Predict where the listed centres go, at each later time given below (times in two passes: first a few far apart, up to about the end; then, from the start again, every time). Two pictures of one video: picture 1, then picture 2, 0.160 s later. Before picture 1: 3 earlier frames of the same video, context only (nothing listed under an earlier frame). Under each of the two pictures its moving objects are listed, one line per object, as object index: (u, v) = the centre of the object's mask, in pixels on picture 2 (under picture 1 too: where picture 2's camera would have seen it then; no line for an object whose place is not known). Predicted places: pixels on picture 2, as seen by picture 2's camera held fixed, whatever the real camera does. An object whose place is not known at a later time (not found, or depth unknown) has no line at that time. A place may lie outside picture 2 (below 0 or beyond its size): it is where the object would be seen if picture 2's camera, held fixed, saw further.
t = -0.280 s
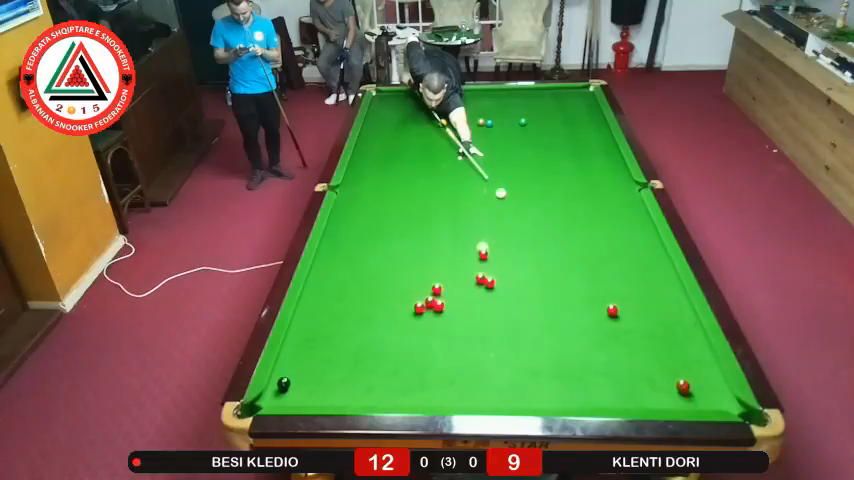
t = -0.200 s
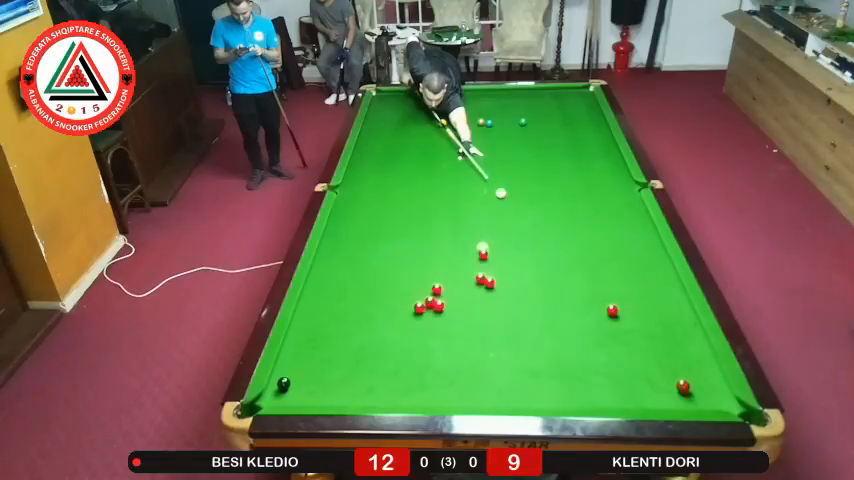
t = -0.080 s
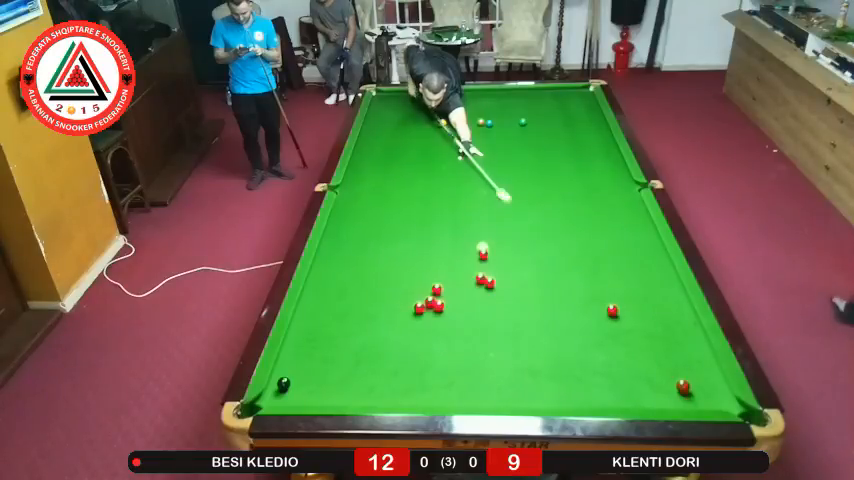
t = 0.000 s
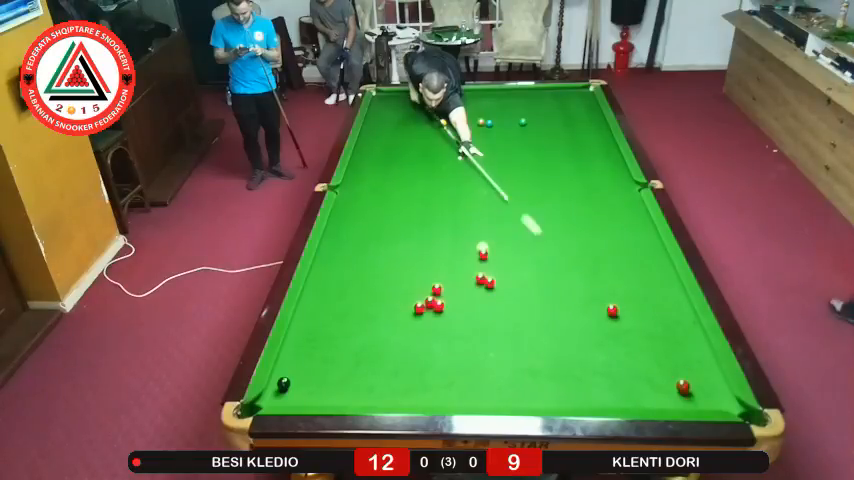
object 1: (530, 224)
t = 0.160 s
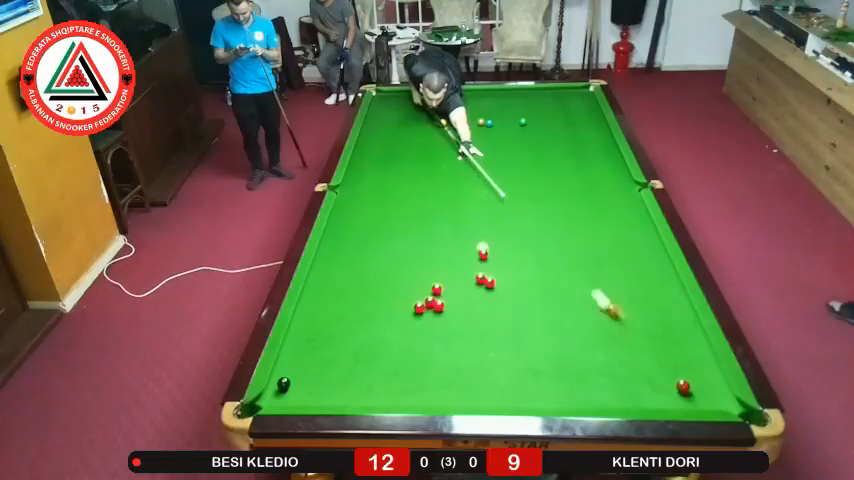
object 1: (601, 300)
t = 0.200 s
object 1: (602, 305)
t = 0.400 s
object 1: (598, 324)
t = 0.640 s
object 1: (604, 358)
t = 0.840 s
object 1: (609, 390)
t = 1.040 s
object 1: (603, 390)
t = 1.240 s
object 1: (590, 370)
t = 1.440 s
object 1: (578, 352)
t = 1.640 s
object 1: (568, 336)
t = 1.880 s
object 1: (557, 319)
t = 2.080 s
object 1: (548, 307)
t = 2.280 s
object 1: (541, 296)
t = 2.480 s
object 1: (534, 286)
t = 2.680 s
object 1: (527, 277)
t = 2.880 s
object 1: (521, 268)
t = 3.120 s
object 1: (515, 259)
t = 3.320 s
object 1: (510, 253)
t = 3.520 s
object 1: (506, 247)
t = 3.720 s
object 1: (502, 241)
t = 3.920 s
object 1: (499, 236)
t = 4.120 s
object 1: (496, 232)
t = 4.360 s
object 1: (492, 227)
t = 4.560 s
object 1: (490, 224)
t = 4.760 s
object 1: (488, 221)
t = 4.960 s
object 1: (486, 218)
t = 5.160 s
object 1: (484, 216)
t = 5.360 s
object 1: (483, 214)
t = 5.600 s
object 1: (481, 212)
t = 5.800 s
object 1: (481, 211)
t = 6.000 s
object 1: (480, 210)
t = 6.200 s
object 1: (480, 210)
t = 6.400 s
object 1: (479, 210)
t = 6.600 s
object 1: (479, 209)
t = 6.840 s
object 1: (479, 209)
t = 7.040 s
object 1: (479, 209)
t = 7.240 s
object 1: (479, 209)
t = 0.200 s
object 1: (602, 305)
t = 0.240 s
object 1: (600, 308)
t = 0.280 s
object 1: (598, 311)
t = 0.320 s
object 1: (598, 315)
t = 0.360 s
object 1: (597, 319)
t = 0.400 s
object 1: (598, 324)
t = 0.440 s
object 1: (599, 330)
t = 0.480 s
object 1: (600, 335)
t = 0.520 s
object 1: (600, 341)
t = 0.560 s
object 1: (601, 347)
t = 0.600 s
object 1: (603, 352)
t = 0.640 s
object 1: (604, 358)
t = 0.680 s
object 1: (605, 364)
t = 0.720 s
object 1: (606, 370)
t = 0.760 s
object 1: (607, 377)
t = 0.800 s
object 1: (608, 383)
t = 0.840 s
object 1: (609, 390)
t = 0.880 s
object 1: (610, 396)
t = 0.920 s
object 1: (611, 400)
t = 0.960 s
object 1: (608, 398)
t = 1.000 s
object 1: (605, 394)
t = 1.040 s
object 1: (603, 390)
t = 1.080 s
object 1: (600, 386)
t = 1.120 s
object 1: (597, 381)
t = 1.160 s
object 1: (595, 377)
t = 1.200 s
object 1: (592, 374)
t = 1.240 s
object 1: (590, 370)
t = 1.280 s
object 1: (587, 366)
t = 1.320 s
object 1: (585, 362)
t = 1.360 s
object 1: (583, 359)
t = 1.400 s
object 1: (581, 355)
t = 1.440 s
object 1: (578, 352)
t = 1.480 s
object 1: (576, 349)
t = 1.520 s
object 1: (574, 345)
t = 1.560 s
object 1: (572, 342)
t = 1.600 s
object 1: (570, 339)
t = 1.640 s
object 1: (568, 336)
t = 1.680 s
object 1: (566, 333)
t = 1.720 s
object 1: (564, 330)
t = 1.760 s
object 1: (562, 327)
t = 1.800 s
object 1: (560, 325)
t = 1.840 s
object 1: (558, 322)
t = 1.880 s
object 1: (557, 319)
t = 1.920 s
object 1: (555, 317)
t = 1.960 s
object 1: (553, 314)
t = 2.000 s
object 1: (551, 312)
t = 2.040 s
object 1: (550, 309)
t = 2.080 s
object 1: (548, 307)
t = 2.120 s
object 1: (547, 305)
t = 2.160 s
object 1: (545, 302)
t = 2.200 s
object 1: (544, 300)
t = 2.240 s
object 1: (542, 298)
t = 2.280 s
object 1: (541, 296)
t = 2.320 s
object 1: (539, 294)
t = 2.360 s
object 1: (538, 292)
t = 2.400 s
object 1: (536, 290)
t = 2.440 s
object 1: (535, 288)
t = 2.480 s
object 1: (534, 286)
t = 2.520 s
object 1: (532, 284)
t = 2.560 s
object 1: (531, 282)
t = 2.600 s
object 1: (530, 280)
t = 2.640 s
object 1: (529, 278)
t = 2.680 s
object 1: (527, 277)
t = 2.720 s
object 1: (526, 275)
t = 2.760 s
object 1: (525, 273)
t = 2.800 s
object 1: (524, 271)
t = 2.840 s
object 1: (523, 270)
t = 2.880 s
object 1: (521, 268)
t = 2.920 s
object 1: (521, 267)
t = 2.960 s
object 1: (520, 265)
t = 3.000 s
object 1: (518, 264)
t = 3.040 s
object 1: (517, 262)
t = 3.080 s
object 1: (516, 261)
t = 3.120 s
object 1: (515, 259)
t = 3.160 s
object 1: (514, 258)
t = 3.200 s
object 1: (513, 257)
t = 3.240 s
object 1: (512, 255)
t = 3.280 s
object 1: (511, 254)
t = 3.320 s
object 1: (510, 253)
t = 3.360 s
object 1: (509, 251)
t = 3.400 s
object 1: (508, 250)
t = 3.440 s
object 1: (508, 249)
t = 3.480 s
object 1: (507, 247)
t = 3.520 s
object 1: (506, 247)
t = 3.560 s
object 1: (505, 245)
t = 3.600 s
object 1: (504, 244)
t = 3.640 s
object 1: (504, 243)
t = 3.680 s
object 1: (503, 242)
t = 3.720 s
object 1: (502, 241)
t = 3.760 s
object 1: (502, 240)
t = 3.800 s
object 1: (501, 239)
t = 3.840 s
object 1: (501, 238)
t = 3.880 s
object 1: (500, 237)
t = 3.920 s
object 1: (499, 236)
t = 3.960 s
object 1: (498, 235)
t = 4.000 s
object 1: (497, 234)
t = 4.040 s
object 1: (497, 233)
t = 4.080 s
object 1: (496, 232)
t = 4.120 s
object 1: (496, 232)
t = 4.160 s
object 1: (495, 231)
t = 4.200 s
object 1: (494, 230)
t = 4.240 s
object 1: (494, 229)
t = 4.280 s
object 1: (493, 229)
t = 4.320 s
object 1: (493, 228)
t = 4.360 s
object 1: (492, 227)
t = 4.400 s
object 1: (492, 226)
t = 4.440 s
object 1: (491, 226)
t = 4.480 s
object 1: (491, 225)
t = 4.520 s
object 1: (490, 224)
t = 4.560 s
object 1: (490, 224)
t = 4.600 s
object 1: (489, 223)
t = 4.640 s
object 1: (489, 222)
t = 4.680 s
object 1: (489, 222)
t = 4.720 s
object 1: (488, 221)
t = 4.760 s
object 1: (488, 221)
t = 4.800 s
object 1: (487, 220)
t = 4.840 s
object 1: (487, 219)
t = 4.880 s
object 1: (487, 219)
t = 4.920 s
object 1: (486, 218)
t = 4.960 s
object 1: (486, 218)
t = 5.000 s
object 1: (486, 217)
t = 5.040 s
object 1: (485, 217)
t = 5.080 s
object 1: (485, 216)
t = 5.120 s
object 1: (484, 216)
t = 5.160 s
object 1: (484, 216)
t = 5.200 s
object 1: (484, 215)
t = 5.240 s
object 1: (483, 215)
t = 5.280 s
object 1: (483, 215)
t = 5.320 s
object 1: (483, 214)
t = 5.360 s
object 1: (483, 214)
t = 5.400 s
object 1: (482, 214)
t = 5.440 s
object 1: (482, 213)
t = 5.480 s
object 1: (482, 213)
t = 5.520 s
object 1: (482, 213)
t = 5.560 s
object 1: (482, 212)
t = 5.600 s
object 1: (481, 212)
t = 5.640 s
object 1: (481, 212)
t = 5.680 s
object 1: (481, 211)
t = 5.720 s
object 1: (481, 211)
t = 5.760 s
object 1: (481, 211)
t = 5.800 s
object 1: (481, 211)
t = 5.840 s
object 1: (480, 211)
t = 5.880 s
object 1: (480, 211)
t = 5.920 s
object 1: (480, 210)
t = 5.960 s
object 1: (480, 210)
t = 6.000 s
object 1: (480, 210)
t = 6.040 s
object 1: (480, 210)
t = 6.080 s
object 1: (480, 210)
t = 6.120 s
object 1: (480, 210)
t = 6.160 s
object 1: (480, 210)
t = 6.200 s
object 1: (480, 210)
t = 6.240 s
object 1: (479, 210)
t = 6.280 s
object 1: (479, 210)
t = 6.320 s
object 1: (479, 210)
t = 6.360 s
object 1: (479, 210)
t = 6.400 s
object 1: (479, 210)
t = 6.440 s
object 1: (479, 209)
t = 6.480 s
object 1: (479, 209)
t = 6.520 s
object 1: (479, 209)
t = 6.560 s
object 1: (479, 209)
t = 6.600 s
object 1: (479, 209)
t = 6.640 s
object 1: (479, 209)
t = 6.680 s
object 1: (479, 209)
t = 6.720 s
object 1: (479, 209)
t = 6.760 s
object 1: (479, 209)
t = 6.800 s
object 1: (479, 209)
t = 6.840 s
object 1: (479, 209)
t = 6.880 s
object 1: (479, 209)
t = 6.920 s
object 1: (479, 209)
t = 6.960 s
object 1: (479, 209)
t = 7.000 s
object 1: (479, 209)
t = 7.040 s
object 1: (479, 209)
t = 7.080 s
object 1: (479, 209)
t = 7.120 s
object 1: (479, 209)
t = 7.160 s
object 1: (479, 209)
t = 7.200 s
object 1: (479, 209)
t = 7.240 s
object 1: (479, 209)
